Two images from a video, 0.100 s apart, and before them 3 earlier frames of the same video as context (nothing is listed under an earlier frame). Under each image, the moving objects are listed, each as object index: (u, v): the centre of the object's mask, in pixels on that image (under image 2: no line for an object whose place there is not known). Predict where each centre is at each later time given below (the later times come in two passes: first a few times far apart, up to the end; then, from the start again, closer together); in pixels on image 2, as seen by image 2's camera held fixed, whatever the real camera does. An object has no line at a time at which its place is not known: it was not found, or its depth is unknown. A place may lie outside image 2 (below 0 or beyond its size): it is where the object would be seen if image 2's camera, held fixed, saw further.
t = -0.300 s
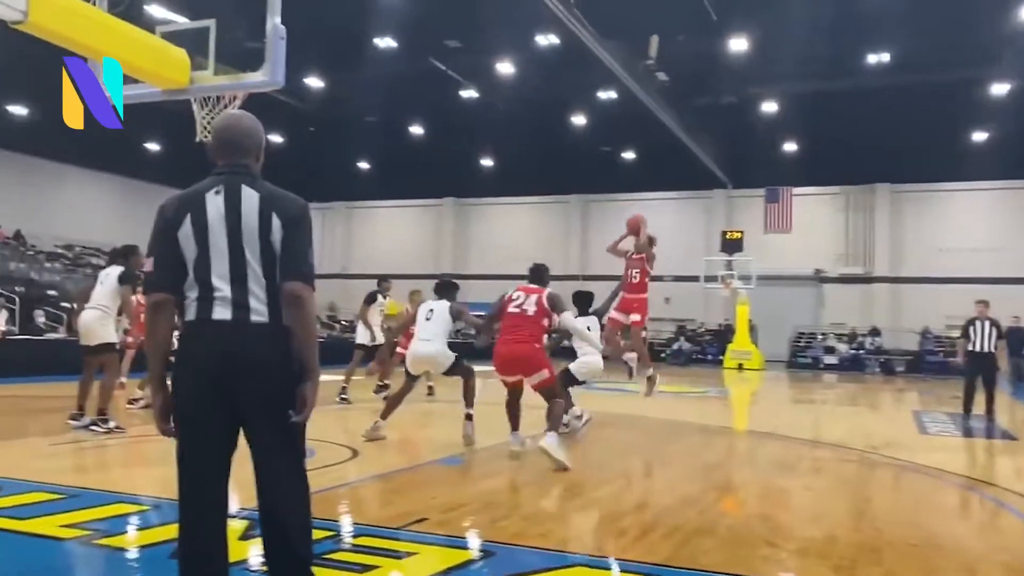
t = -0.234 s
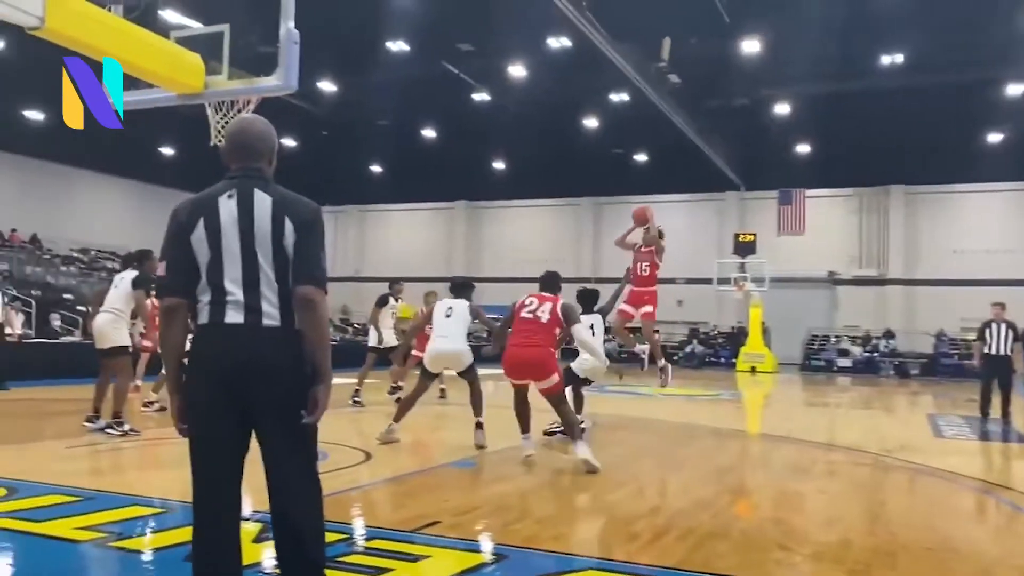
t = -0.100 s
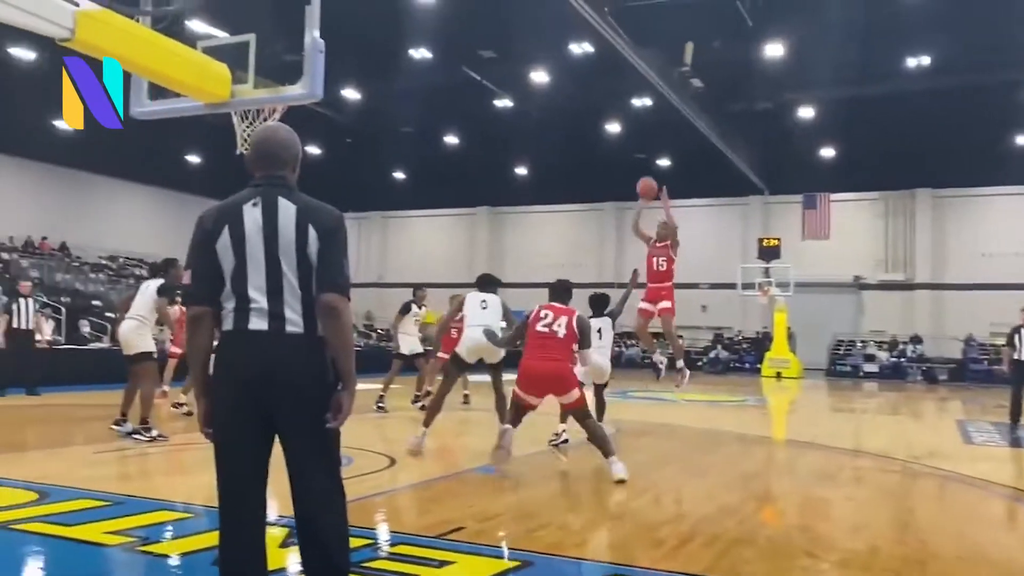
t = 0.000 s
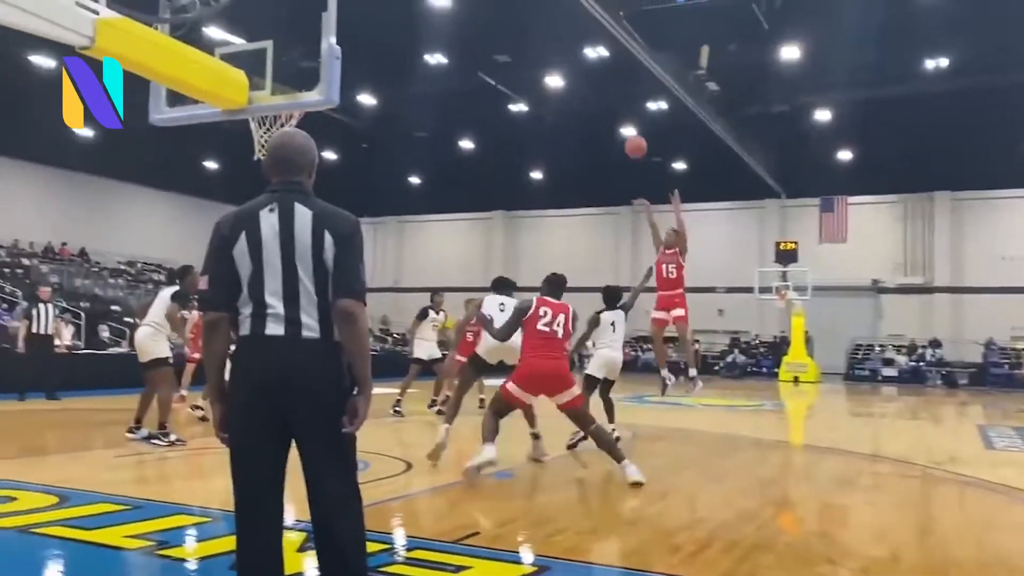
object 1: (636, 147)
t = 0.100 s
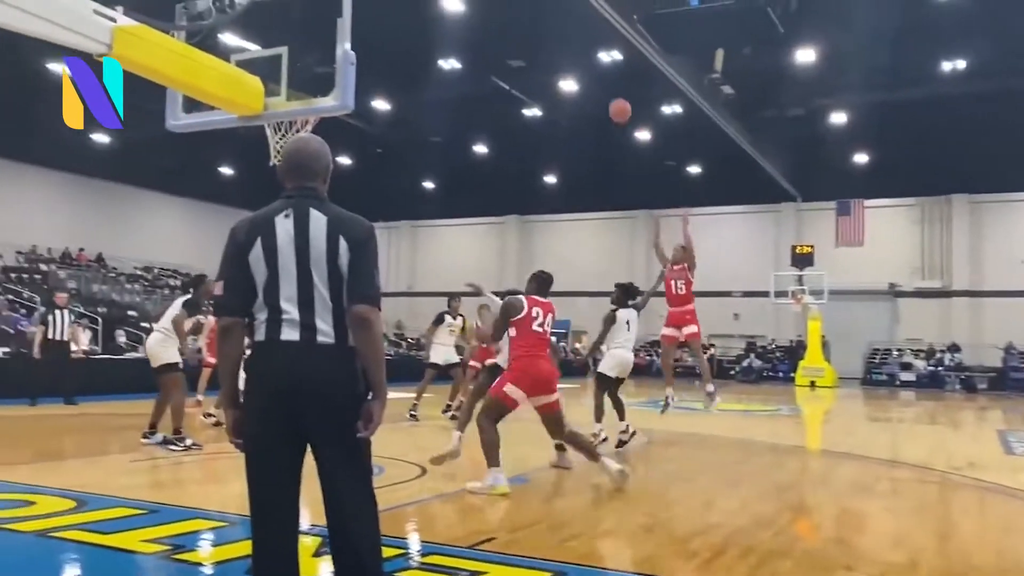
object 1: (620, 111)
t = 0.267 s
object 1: (567, 60)
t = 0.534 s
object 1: (473, 26)
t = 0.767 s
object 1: (377, 51)
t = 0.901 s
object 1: (316, 88)
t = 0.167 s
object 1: (599, 88)
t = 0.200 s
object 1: (588, 78)
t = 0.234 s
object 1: (578, 70)
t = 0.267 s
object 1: (567, 60)
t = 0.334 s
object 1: (545, 46)
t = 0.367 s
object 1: (533, 40)
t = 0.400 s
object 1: (521, 35)
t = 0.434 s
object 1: (510, 31)
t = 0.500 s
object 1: (485, 26)
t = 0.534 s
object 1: (473, 26)
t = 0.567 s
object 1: (460, 27)
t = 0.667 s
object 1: (420, 33)
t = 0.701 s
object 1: (406, 38)
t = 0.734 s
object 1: (391, 44)
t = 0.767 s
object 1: (377, 51)
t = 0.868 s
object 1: (327, 78)
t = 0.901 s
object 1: (316, 88)
